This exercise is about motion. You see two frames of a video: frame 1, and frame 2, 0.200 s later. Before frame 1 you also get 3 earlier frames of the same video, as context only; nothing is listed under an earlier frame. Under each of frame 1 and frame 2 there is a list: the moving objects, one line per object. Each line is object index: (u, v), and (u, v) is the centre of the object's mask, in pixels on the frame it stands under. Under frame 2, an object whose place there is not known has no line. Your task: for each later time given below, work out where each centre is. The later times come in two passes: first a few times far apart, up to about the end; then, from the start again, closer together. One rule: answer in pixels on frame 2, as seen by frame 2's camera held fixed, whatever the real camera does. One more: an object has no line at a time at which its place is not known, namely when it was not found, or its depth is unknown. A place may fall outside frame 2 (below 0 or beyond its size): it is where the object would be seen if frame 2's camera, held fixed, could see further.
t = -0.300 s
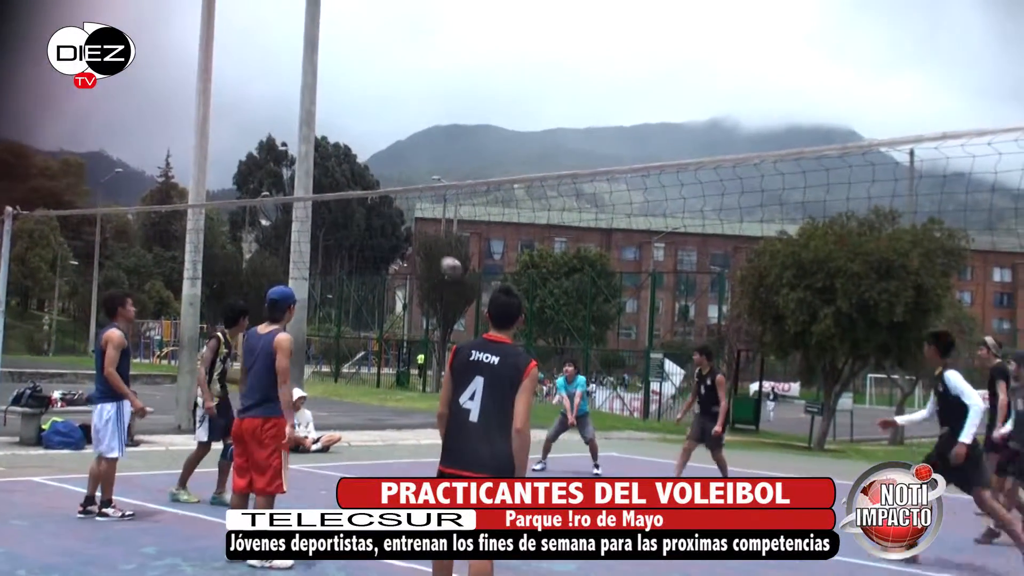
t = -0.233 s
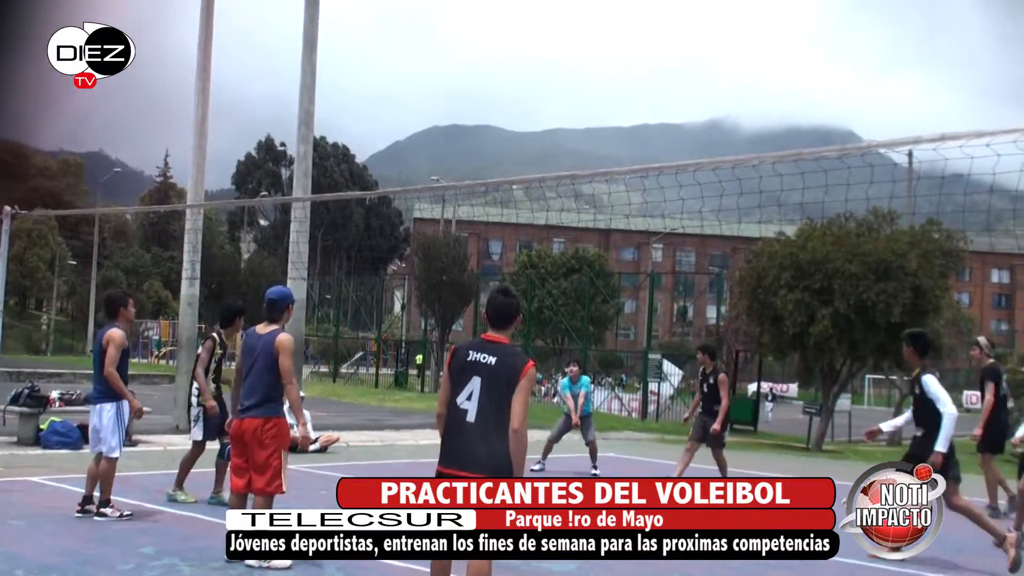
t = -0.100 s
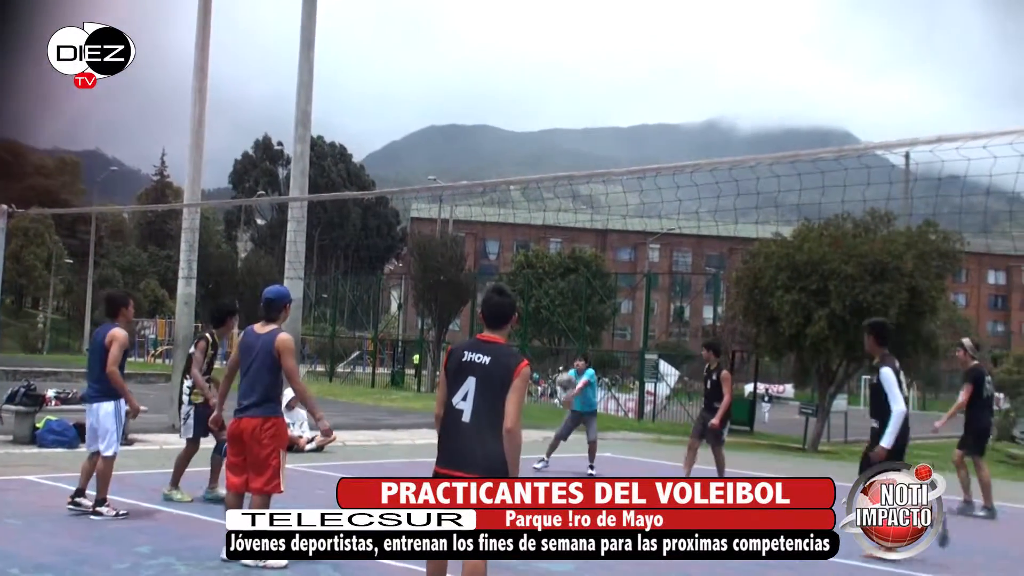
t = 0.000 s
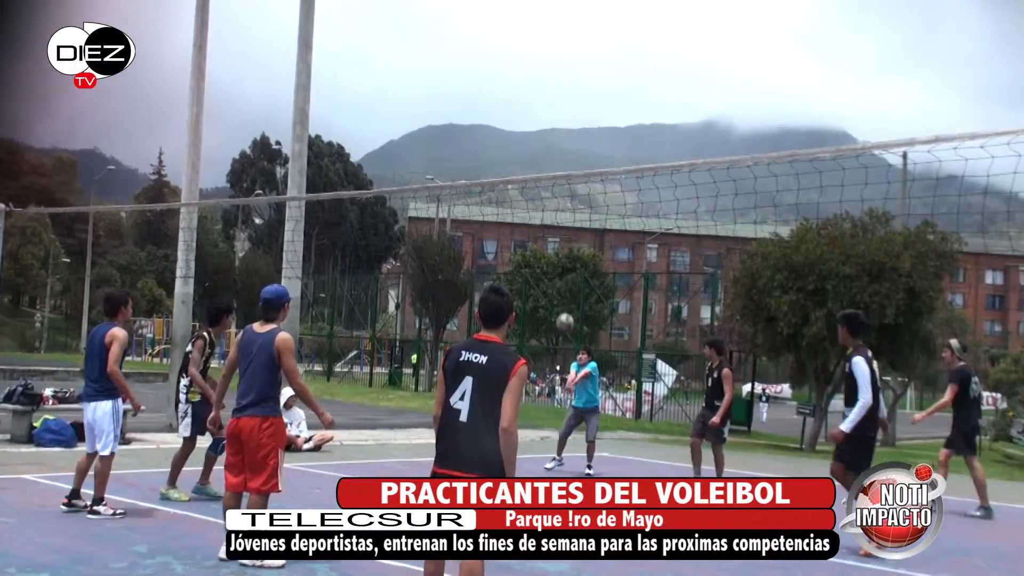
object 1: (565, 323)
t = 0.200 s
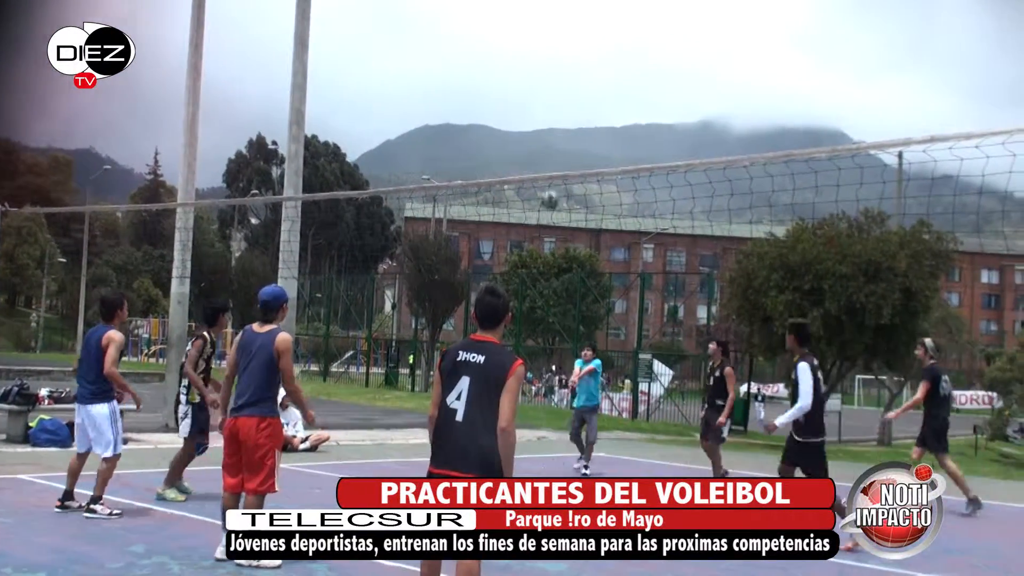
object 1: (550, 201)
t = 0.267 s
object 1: (546, 165)
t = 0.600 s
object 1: (520, 41)
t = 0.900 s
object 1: (488, 5)
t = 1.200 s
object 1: (446, 59)
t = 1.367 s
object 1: (415, 133)
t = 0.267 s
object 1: (546, 165)
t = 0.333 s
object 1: (541, 135)
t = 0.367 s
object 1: (538, 120)
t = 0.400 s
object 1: (536, 106)
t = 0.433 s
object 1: (533, 93)
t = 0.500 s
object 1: (528, 69)
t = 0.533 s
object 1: (525, 59)
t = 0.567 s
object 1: (522, 49)
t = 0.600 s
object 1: (520, 41)
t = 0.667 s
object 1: (513, 26)
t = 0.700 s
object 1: (510, 20)
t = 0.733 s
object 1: (506, 15)
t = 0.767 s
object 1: (503, 11)
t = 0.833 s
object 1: (495, 6)
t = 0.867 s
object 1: (492, 5)
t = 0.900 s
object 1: (488, 5)
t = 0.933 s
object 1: (483, 7)
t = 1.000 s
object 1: (475, 13)
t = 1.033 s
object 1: (470, 17)
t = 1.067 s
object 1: (466, 23)
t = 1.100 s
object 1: (461, 30)
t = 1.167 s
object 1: (451, 48)
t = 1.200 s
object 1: (446, 59)
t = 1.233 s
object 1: (440, 71)
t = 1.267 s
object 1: (435, 84)
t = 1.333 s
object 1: (423, 115)
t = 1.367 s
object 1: (415, 133)
